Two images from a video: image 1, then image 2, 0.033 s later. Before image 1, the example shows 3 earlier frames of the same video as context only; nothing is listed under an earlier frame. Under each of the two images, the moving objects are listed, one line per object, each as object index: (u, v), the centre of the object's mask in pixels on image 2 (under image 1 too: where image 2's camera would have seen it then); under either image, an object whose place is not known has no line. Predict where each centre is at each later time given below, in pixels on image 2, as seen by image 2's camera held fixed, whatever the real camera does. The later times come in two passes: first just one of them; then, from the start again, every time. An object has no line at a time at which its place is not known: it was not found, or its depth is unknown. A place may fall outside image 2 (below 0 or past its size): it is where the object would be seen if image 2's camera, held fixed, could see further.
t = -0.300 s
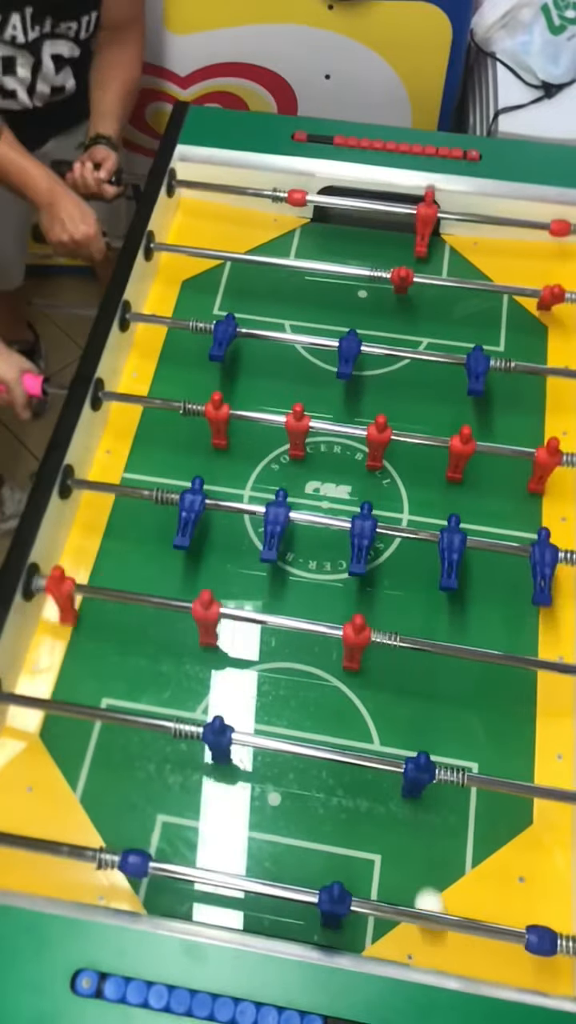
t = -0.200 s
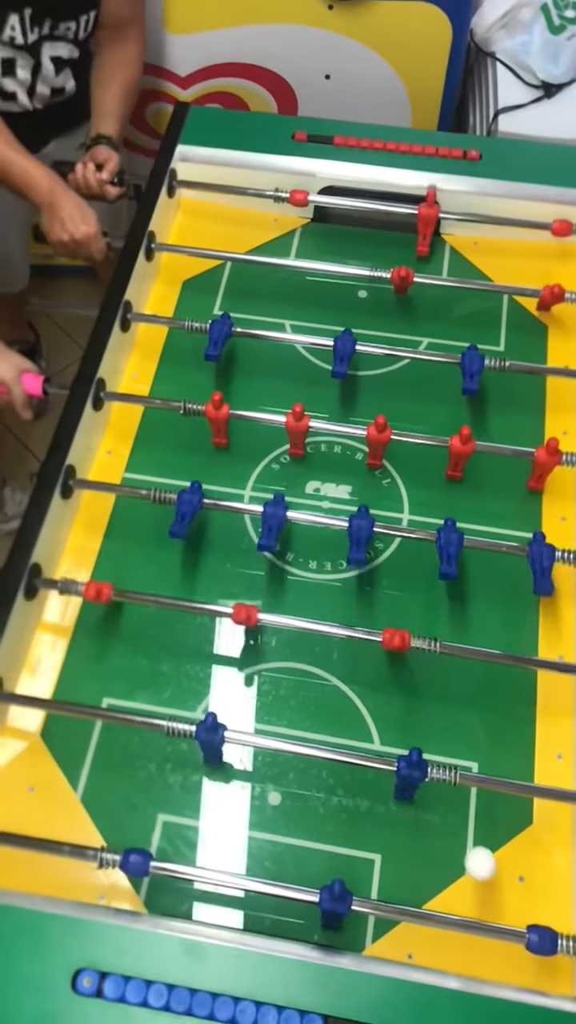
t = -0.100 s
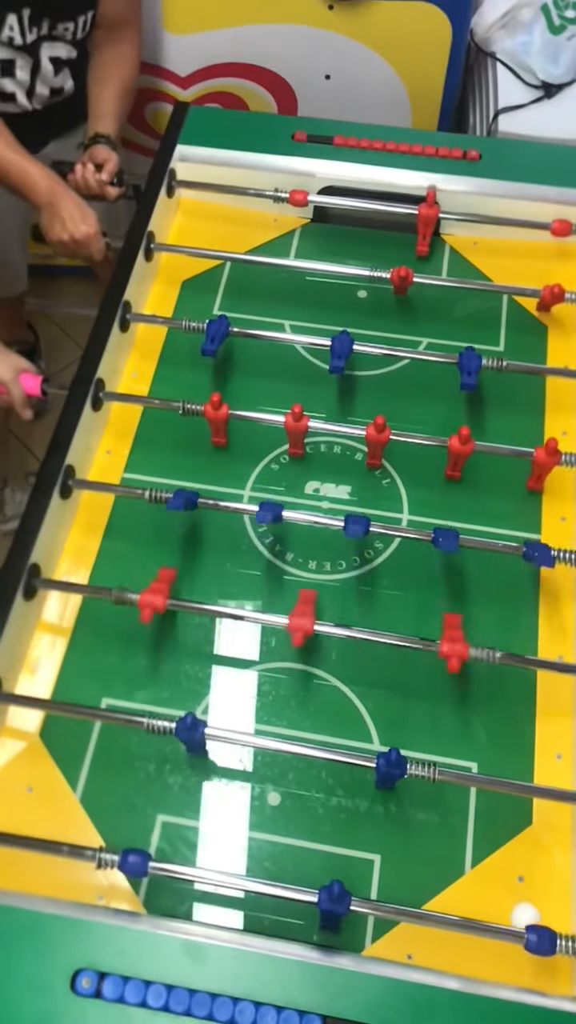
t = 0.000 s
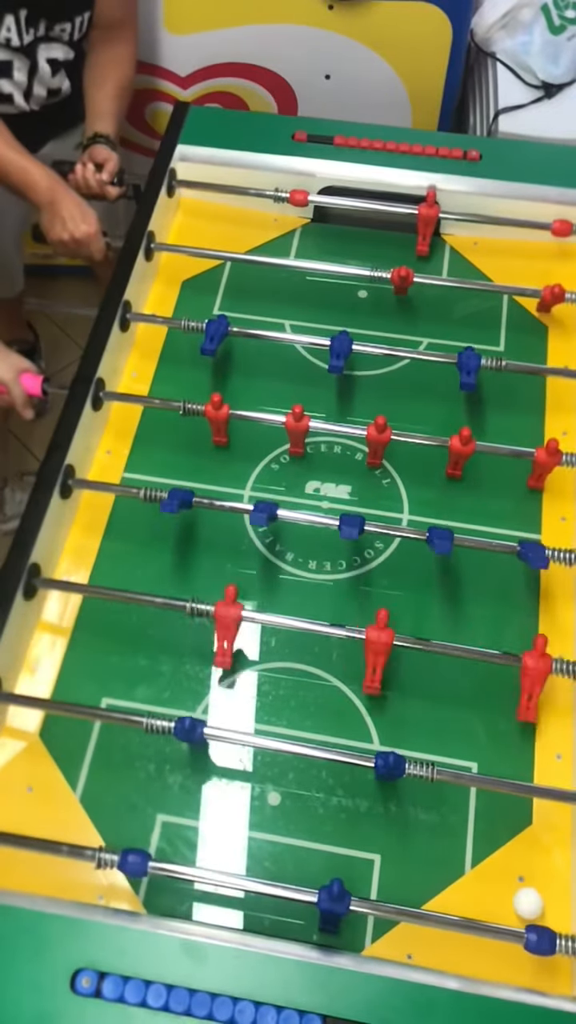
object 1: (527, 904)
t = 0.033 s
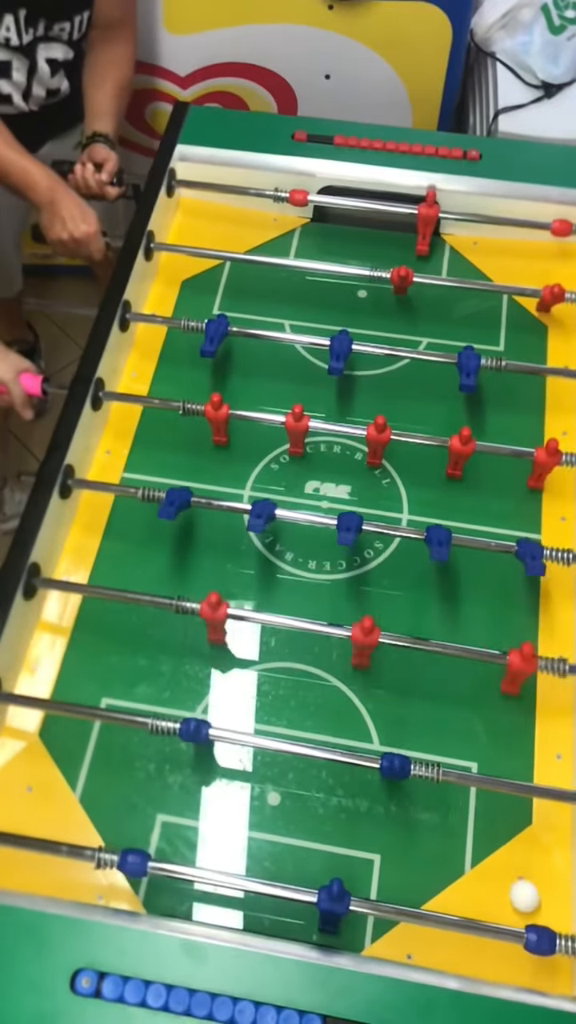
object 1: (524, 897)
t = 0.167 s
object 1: (505, 864)
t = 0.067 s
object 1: (520, 889)
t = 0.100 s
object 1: (515, 881)
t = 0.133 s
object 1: (510, 873)
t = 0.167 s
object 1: (505, 864)
